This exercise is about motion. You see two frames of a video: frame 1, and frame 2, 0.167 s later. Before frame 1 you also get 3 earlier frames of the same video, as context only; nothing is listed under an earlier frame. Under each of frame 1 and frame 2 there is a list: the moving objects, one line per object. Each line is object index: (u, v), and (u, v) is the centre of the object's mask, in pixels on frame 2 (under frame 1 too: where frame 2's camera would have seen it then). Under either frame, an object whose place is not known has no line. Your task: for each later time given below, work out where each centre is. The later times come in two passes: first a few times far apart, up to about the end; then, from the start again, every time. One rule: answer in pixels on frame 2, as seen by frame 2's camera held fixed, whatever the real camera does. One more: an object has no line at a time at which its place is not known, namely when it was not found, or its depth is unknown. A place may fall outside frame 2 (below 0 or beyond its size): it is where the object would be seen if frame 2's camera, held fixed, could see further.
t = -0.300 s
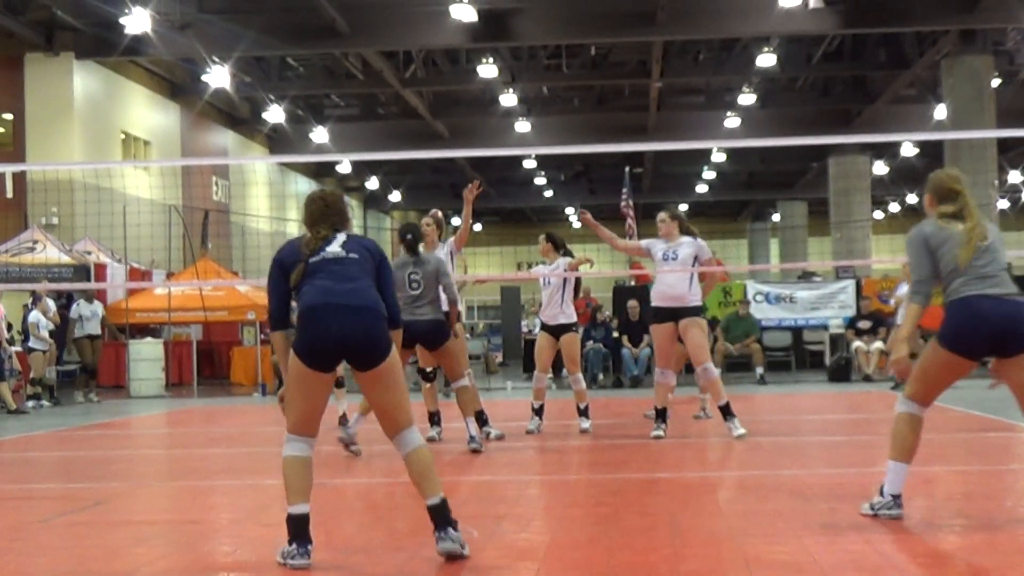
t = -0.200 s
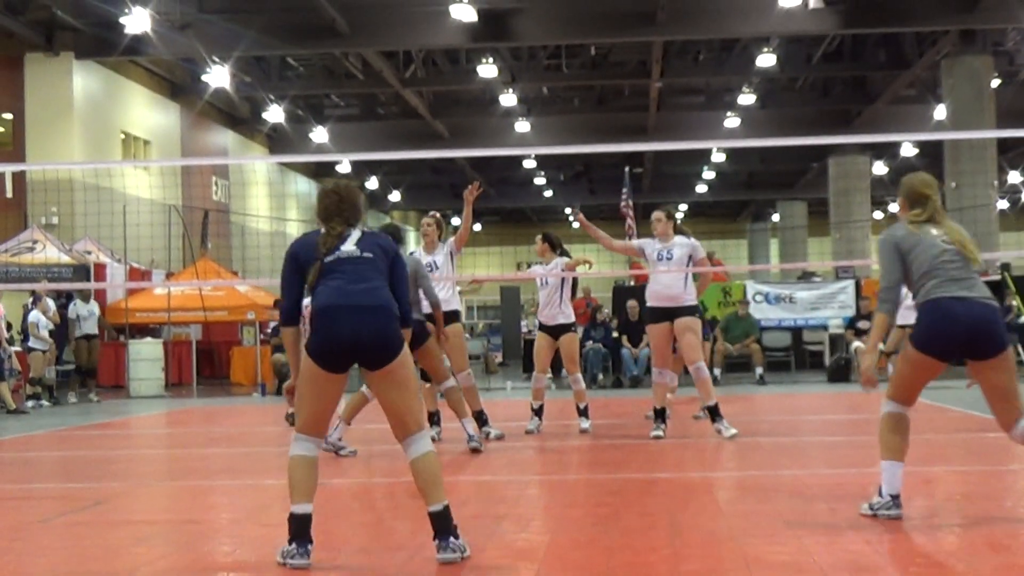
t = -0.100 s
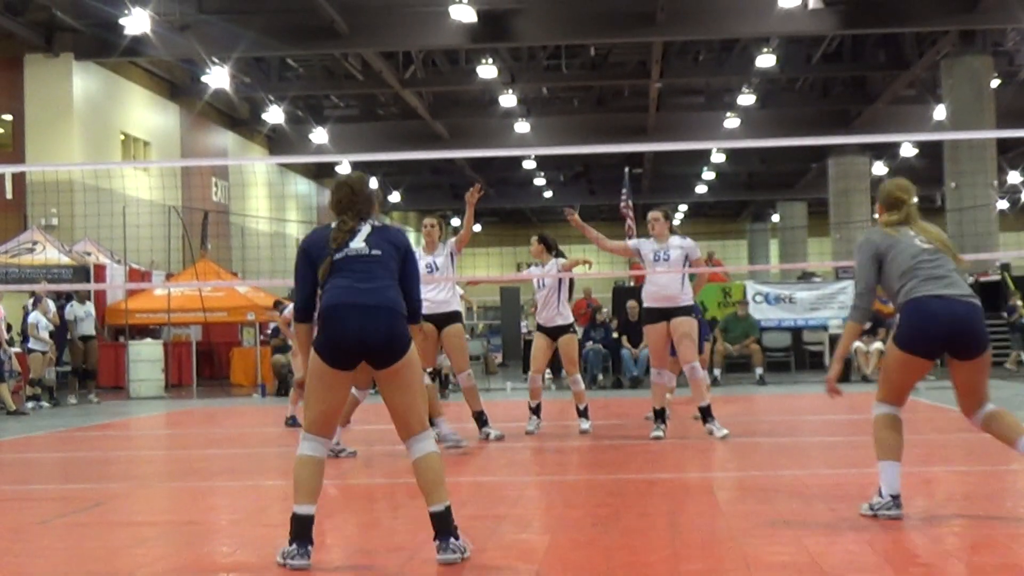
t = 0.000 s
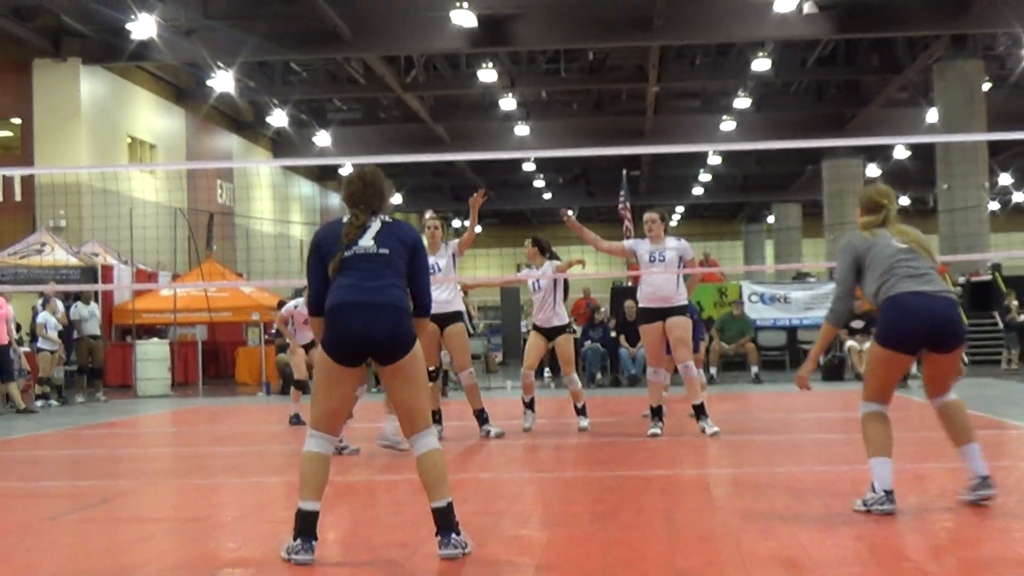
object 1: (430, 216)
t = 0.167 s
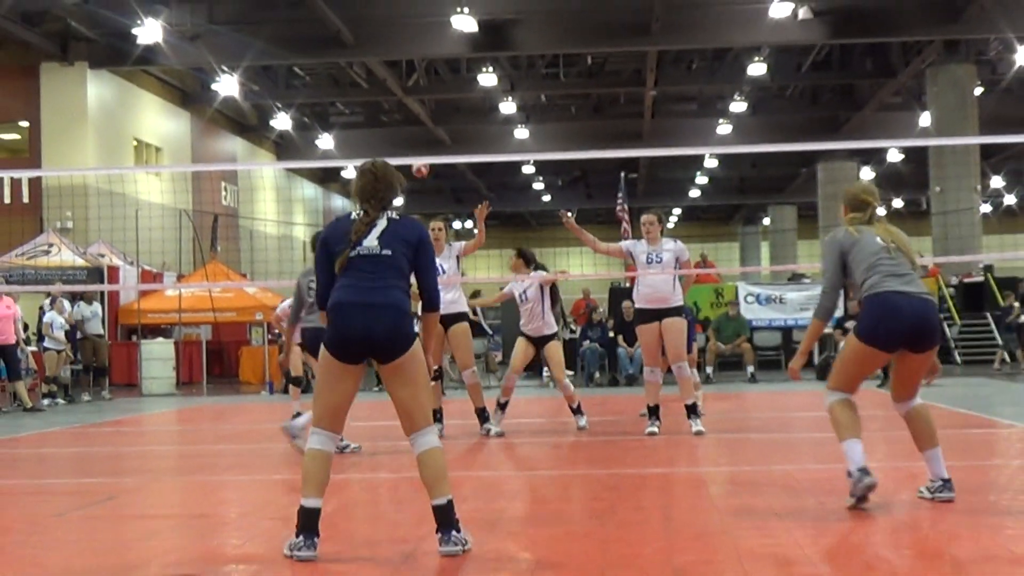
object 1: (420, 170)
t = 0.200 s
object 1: (417, 153)
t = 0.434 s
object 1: (401, 114)
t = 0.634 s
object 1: (382, 105)
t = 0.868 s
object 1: (353, 160)
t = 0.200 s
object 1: (417, 153)
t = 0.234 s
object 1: (416, 149)
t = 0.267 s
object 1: (413, 143)
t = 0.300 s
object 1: (411, 136)
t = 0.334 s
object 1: (408, 130)
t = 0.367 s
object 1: (406, 124)
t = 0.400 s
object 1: (403, 119)
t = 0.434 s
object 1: (401, 114)
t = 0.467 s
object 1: (398, 110)
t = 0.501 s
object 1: (395, 107)
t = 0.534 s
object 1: (392, 105)
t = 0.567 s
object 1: (389, 103)
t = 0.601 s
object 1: (385, 103)
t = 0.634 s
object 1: (382, 105)
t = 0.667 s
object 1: (378, 107)
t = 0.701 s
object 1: (375, 112)
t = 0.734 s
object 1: (370, 119)
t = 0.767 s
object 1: (367, 125)
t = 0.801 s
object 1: (362, 135)
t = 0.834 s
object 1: (358, 145)
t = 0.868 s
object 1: (353, 160)
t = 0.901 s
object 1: (347, 180)
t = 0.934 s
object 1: (342, 198)
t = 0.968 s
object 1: (335, 223)
